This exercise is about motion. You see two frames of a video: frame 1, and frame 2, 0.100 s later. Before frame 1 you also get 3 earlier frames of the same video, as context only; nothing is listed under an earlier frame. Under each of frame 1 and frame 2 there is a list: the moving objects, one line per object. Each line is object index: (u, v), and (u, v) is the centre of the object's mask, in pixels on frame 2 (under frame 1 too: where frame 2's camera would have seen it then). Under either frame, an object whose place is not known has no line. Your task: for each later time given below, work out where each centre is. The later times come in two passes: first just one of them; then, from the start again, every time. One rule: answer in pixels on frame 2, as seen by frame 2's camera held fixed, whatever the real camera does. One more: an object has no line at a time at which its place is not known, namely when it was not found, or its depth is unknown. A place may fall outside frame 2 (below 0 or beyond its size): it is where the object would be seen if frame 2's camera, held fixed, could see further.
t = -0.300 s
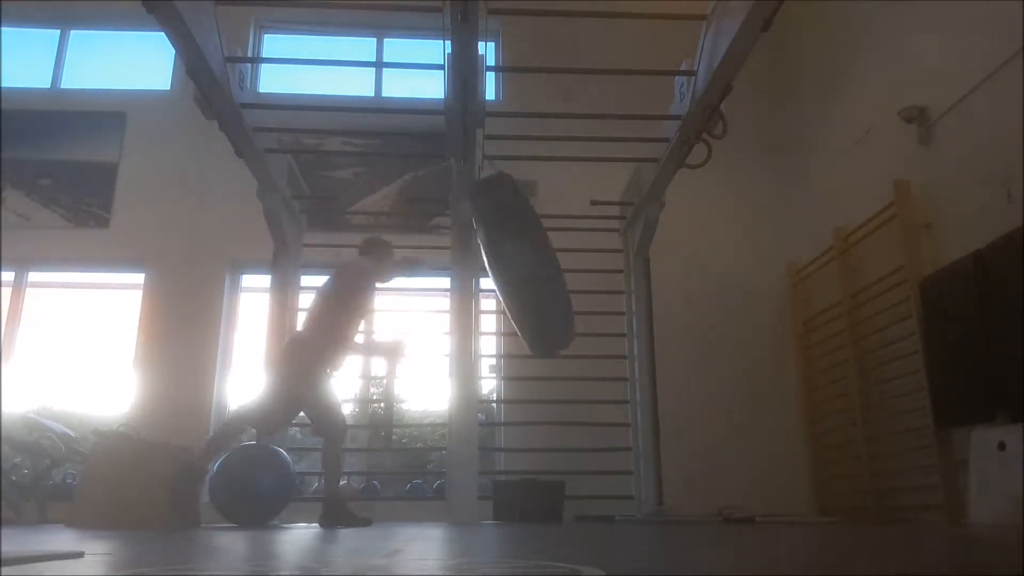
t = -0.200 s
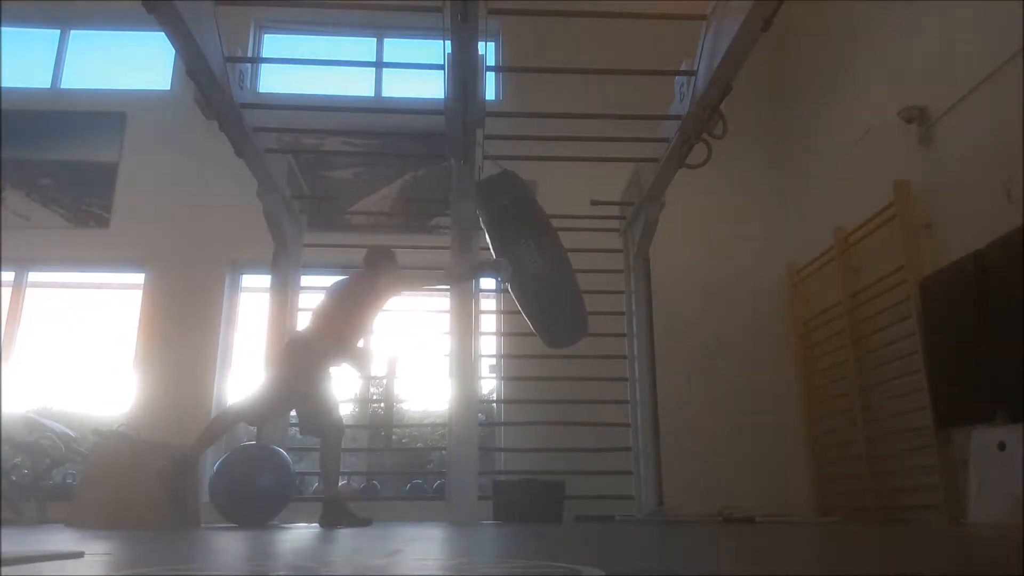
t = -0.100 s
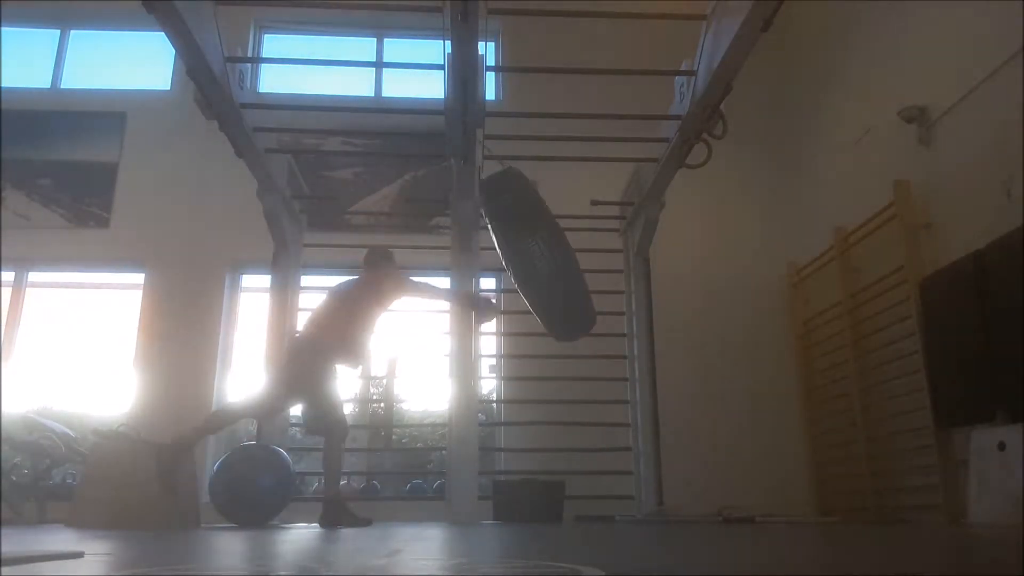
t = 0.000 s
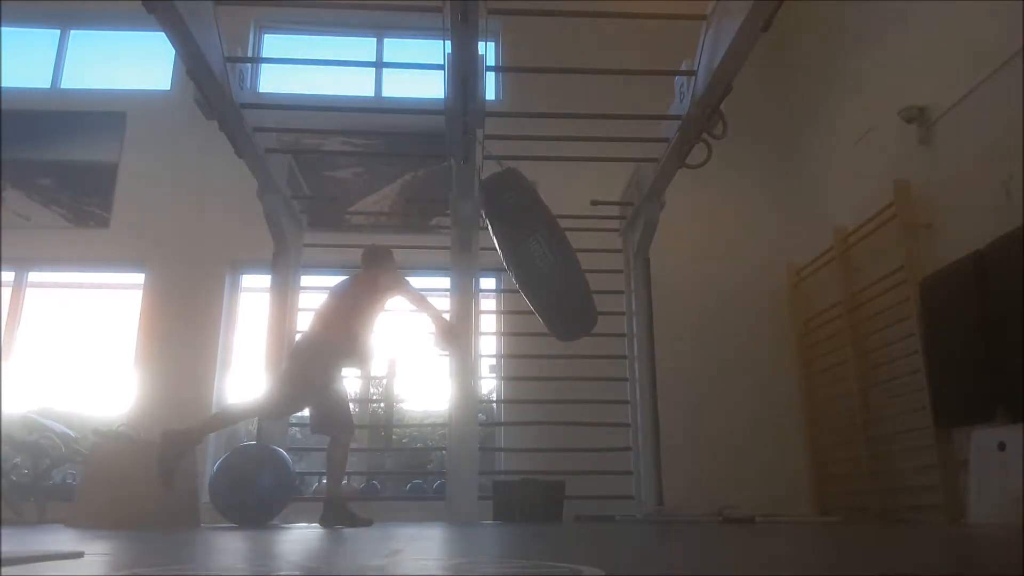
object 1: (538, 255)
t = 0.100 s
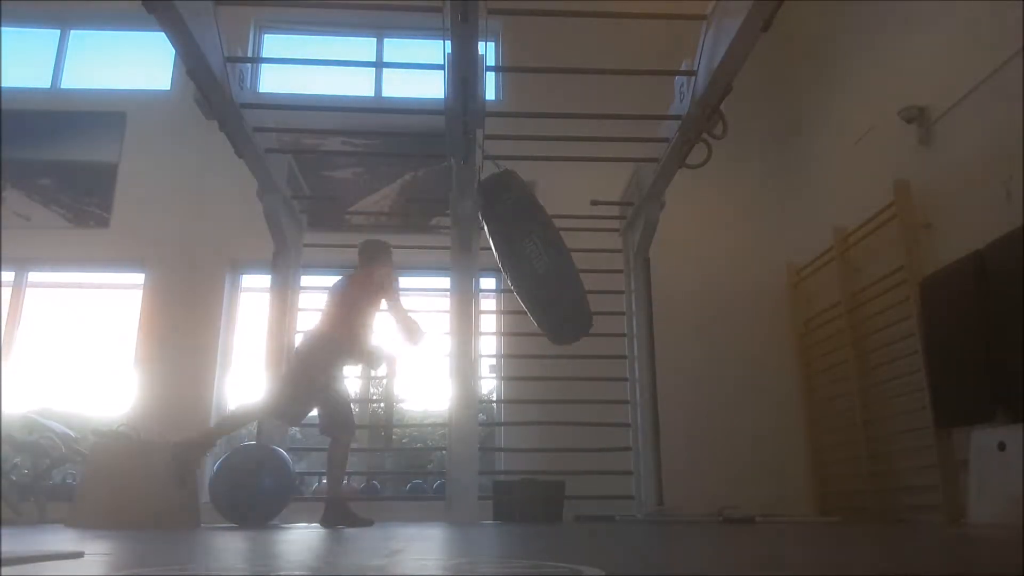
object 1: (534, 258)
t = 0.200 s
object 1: (526, 263)
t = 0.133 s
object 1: (532, 260)
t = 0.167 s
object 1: (529, 261)
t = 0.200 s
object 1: (526, 263)
